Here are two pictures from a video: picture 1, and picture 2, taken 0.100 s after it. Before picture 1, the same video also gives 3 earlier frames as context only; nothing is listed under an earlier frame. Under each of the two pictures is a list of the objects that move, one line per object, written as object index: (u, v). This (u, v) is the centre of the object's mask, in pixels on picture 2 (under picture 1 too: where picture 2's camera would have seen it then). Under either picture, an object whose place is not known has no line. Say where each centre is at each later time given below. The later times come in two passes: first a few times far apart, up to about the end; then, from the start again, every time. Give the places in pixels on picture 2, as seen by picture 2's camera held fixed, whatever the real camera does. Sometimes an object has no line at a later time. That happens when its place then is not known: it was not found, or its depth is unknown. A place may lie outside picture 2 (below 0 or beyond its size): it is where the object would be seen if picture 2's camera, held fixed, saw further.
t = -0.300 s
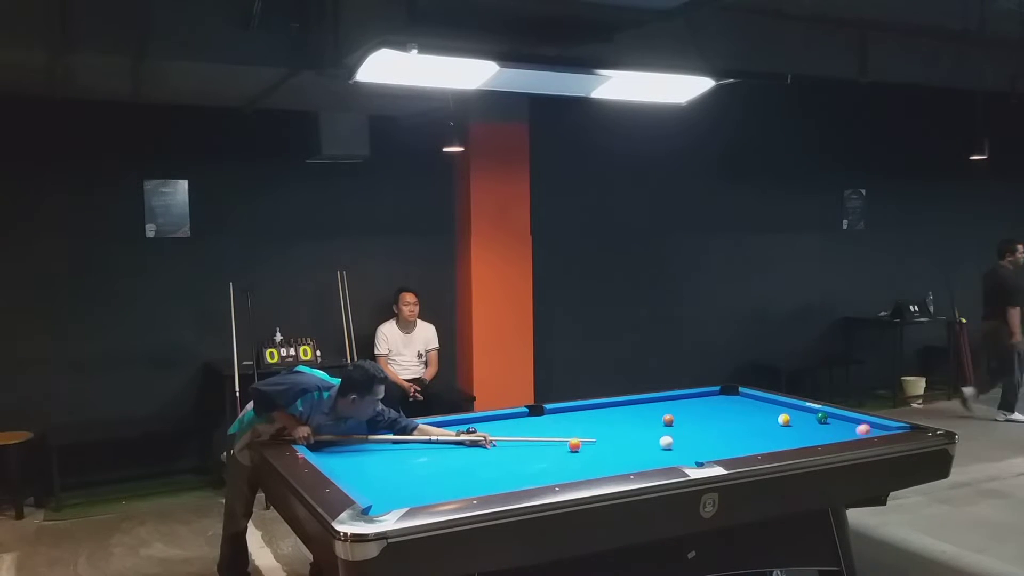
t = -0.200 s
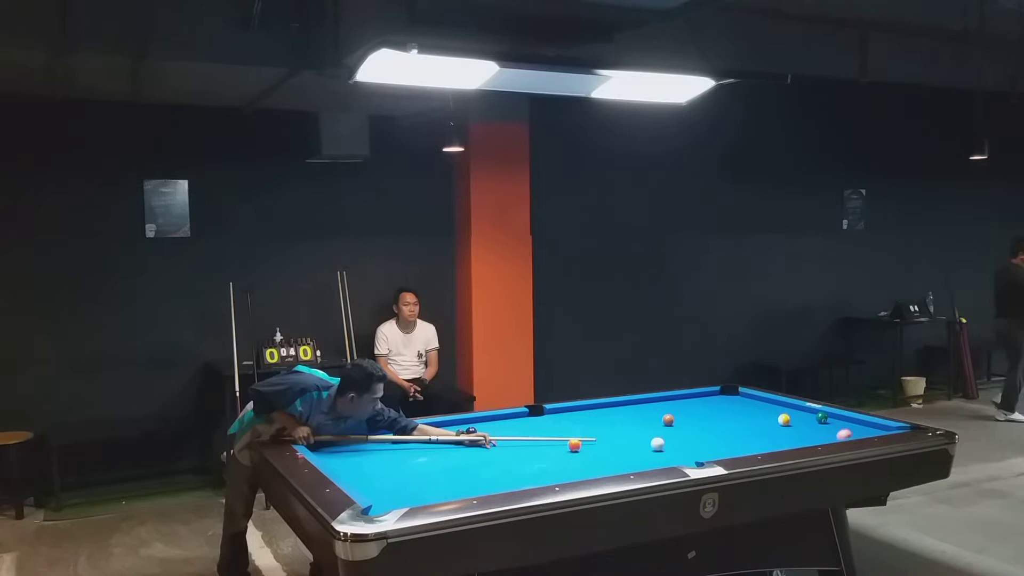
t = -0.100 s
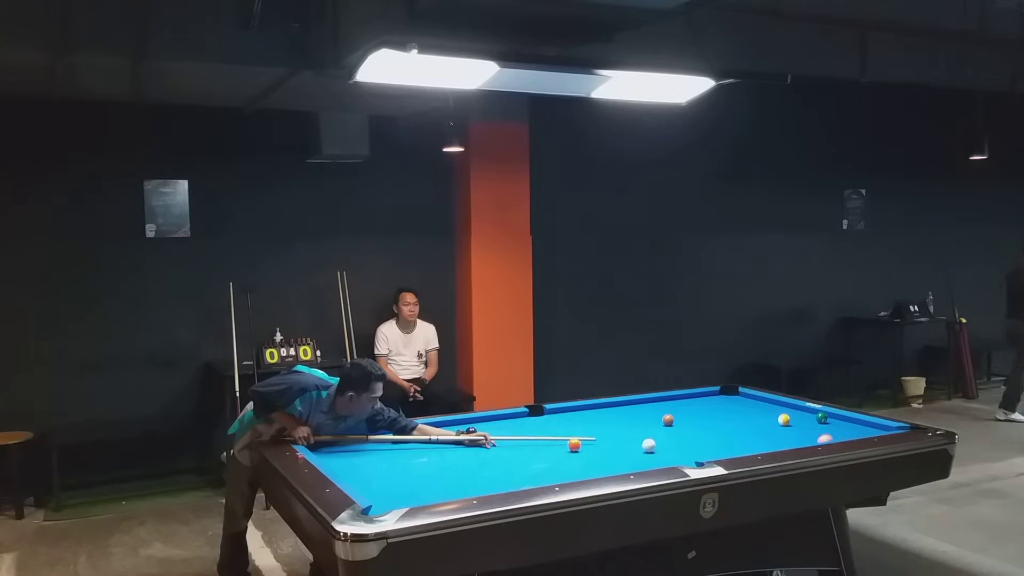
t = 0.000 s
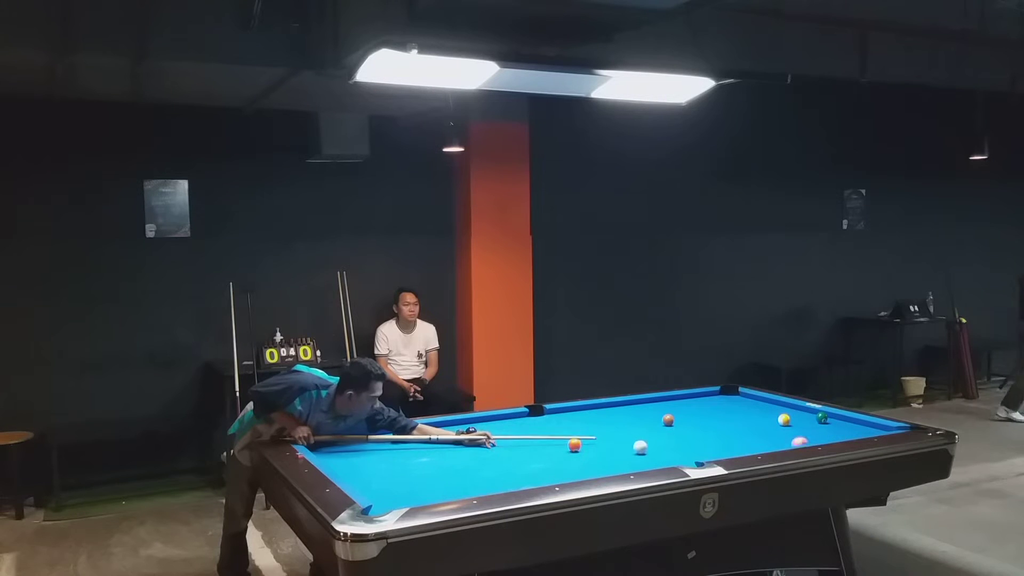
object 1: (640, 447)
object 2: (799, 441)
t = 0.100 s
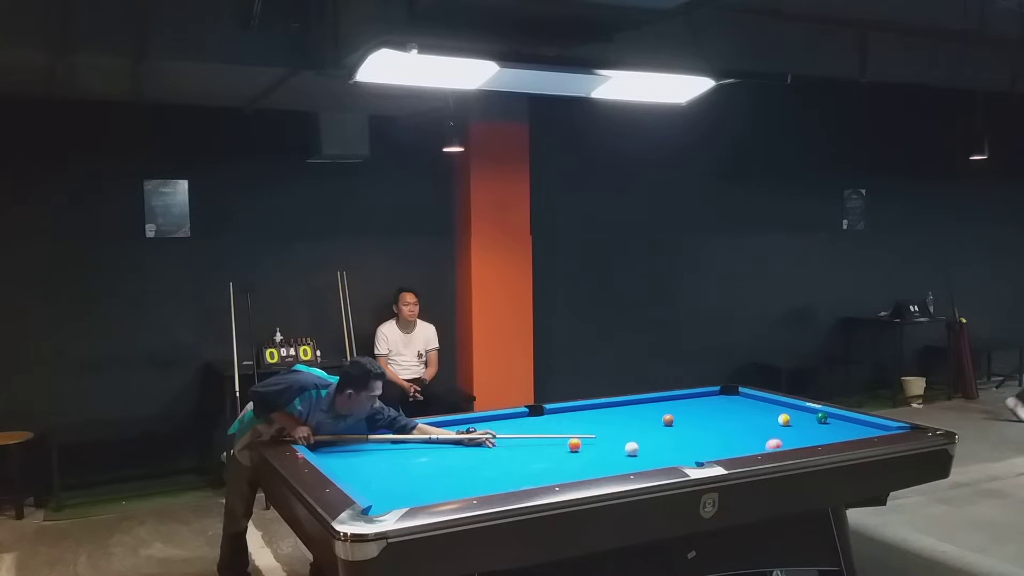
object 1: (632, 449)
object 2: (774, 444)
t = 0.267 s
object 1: (618, 451)
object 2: (731, 448)
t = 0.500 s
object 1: (598, 454)
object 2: (669, 455)
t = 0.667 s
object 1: (584, 457)
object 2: (625, 458)
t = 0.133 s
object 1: (629, 449)
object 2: (765, 444)
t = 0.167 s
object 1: (626, 450)
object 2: (757, 445)
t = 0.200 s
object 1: (623, 450)
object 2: (748, 447)
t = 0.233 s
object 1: (620, 451)
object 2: (739, 447)
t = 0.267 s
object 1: (618, 451)
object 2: (731, 448)
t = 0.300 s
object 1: (615, 452)
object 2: (722, 449)
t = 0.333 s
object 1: (612, 452)
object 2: (713, 450)
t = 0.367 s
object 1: (609, 453)
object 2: (705, 451)
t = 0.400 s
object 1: (606, 453)
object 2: (696, 452)
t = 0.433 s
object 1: (603, 454)
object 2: (687, 453)
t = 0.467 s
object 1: (601, 454)
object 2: (678, 454)
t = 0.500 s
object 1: (598, 454)
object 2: (669, 455)
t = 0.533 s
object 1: (595, 455)
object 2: (661, 455)
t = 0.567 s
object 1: (592, 455)
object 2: (652, 456)
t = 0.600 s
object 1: (589, 456)
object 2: (643, 457)
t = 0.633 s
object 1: (587, 456)
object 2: (634, 457)
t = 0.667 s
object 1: (584, 457)
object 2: (625, 458)
